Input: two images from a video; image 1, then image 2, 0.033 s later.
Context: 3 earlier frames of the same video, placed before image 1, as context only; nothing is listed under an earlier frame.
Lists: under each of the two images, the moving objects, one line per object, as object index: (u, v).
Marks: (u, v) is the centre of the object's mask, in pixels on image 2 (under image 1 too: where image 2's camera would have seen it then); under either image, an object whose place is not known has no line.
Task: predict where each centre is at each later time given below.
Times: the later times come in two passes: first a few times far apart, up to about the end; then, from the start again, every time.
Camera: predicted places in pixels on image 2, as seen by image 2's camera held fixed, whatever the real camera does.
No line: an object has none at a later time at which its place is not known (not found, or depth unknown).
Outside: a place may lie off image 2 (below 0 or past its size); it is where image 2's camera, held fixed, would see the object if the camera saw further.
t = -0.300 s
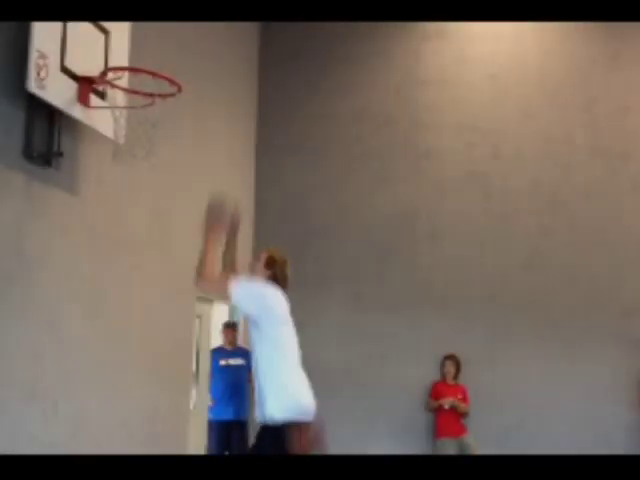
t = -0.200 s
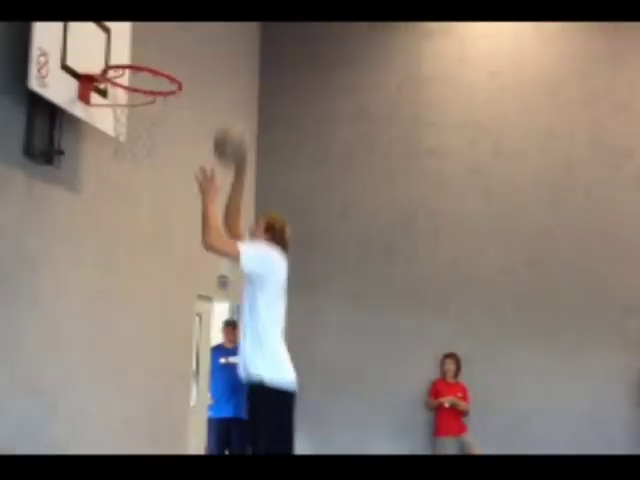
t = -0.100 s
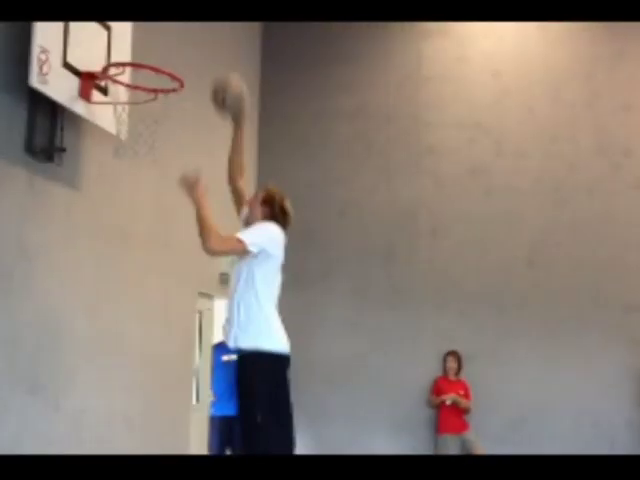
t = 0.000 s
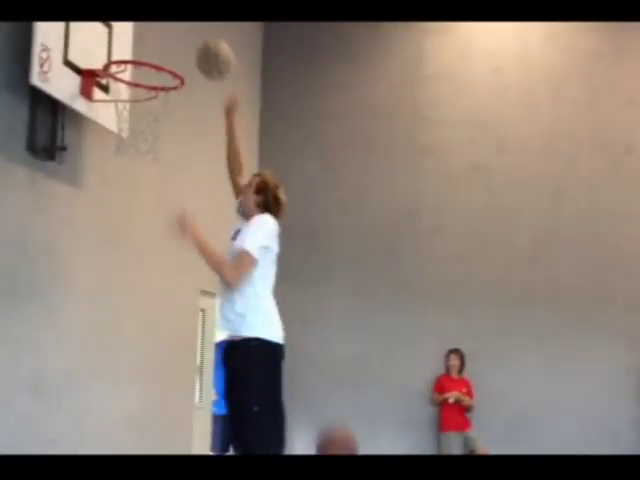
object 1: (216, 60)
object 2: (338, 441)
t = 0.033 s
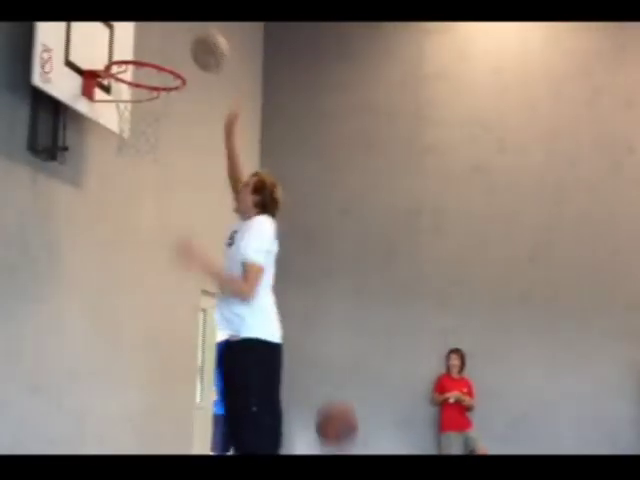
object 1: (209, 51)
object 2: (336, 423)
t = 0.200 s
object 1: (180, 38)
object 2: (332, 338)
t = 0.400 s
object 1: (140, 80)
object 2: (325, 305)
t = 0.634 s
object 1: (96, 190)
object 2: (315, 356)
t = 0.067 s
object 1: (204, 45)
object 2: (334, 401)
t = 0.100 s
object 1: (198, 41)
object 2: (334, 383)
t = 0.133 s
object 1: (192, 39)
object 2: (334, 365)
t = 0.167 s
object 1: (186, 39)
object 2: (332, 351)
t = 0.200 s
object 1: (180, 38)
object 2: (332, 338)
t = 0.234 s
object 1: (174, 40)
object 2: (330, 328)
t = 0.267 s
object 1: (167, 42)
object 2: (330, 320)
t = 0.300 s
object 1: (160, 46)
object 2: (329, 313)
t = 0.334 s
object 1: (156, 49)
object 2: (327, 308)
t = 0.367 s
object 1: (143, 65)
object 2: (325, 305)
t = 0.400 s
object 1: (140, 80)
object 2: (325, 305)
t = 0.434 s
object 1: (133, 90)
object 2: (323, 306)
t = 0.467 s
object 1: (125, 108)
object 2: (322, 310)
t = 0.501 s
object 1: (117, 121)
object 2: (319, 315)
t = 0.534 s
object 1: (112, 134)
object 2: (318, 323)
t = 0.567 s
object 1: (107, 151)
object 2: (318, 331)
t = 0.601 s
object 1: (102, 170)
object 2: (316, 343)
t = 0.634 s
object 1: (96, 190)
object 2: (315, 356)
